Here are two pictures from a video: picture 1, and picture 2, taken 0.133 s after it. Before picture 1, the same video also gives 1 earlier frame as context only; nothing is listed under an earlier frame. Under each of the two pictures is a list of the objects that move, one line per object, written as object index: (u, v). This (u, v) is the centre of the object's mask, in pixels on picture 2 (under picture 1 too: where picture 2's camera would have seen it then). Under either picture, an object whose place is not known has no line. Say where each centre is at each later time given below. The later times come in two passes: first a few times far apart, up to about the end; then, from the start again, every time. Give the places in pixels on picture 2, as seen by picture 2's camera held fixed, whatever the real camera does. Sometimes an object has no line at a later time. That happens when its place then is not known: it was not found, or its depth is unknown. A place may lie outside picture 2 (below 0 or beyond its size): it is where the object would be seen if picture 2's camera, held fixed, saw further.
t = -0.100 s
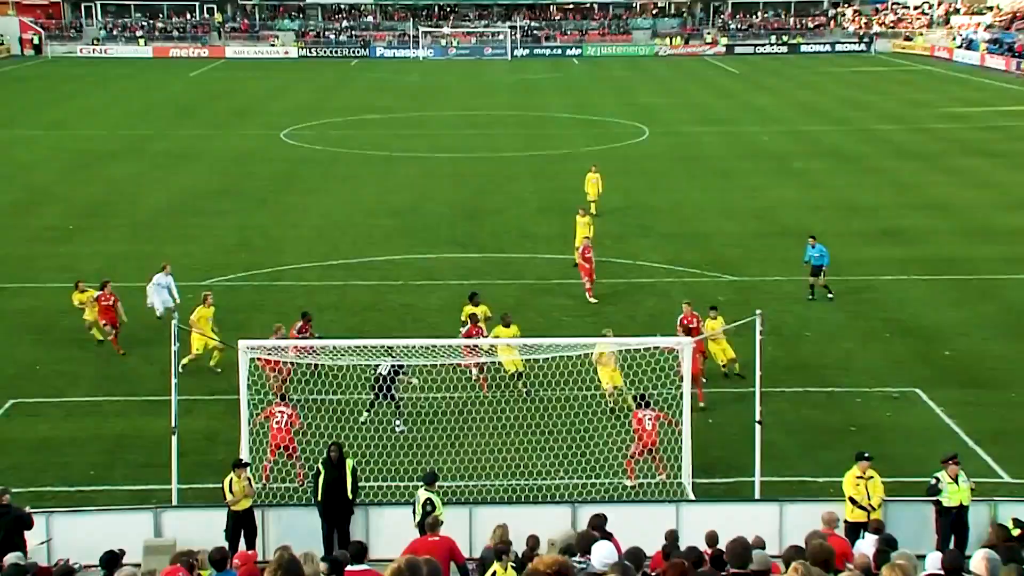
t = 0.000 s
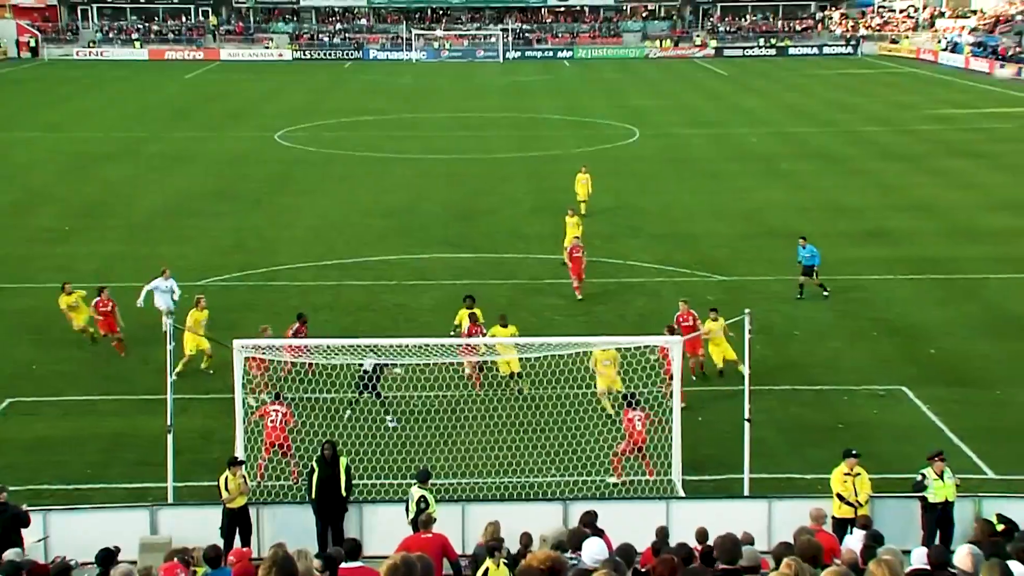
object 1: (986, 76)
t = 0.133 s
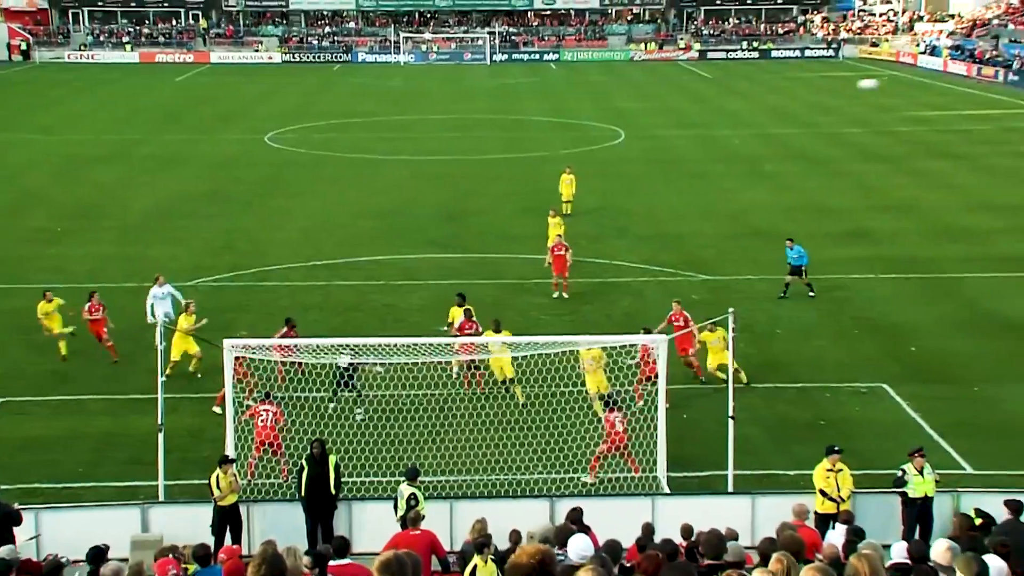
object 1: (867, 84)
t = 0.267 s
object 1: (759, 98)
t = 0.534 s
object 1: (559, 147)
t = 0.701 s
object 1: (439, 191)
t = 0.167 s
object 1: (840, 87)
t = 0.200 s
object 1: (812, 90)
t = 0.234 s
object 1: (785, 94)
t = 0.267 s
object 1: (759, 98)
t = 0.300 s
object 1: (733, 103)
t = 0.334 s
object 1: (707, 108)
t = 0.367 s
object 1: (682, 113)
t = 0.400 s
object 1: (657, 119)
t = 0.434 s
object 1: (632, 125)
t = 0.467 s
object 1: (607, 132)
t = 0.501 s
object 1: (583, 139)
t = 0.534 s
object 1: (559, 147)
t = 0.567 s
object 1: (535, 155)
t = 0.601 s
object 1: (511, 163)
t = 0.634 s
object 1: (486, 173)
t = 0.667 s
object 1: (463, 182)
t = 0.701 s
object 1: (439, 191)
